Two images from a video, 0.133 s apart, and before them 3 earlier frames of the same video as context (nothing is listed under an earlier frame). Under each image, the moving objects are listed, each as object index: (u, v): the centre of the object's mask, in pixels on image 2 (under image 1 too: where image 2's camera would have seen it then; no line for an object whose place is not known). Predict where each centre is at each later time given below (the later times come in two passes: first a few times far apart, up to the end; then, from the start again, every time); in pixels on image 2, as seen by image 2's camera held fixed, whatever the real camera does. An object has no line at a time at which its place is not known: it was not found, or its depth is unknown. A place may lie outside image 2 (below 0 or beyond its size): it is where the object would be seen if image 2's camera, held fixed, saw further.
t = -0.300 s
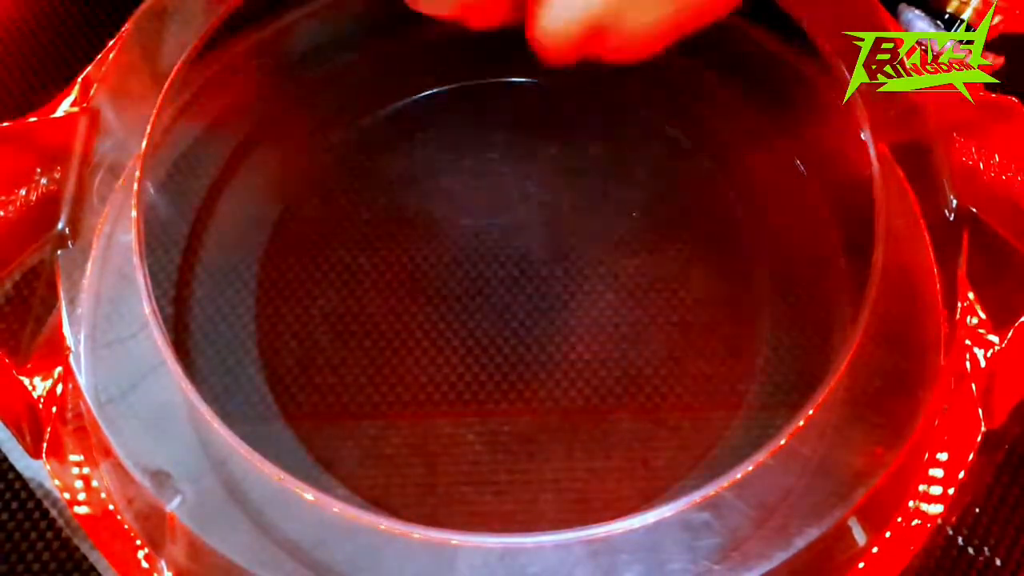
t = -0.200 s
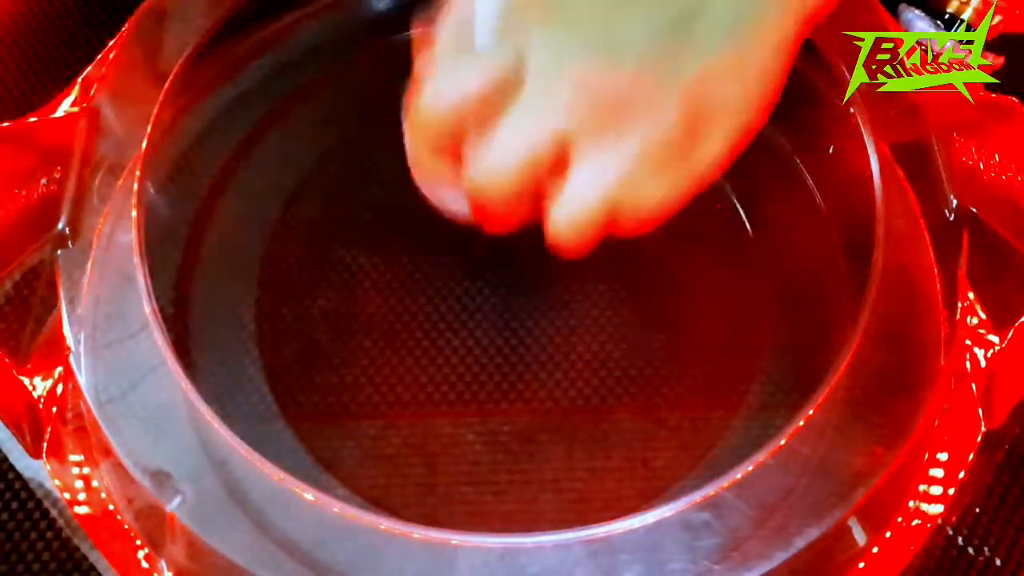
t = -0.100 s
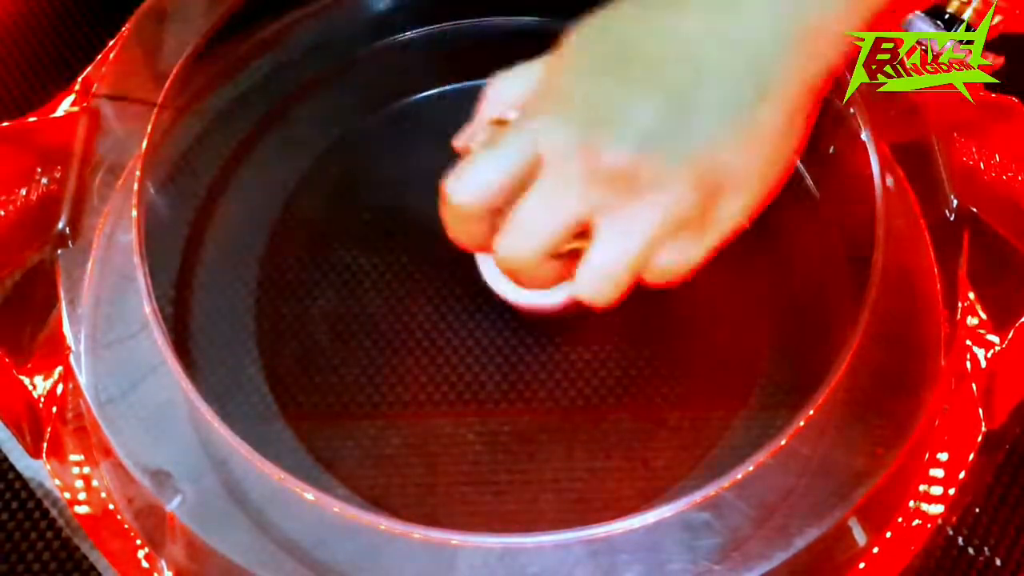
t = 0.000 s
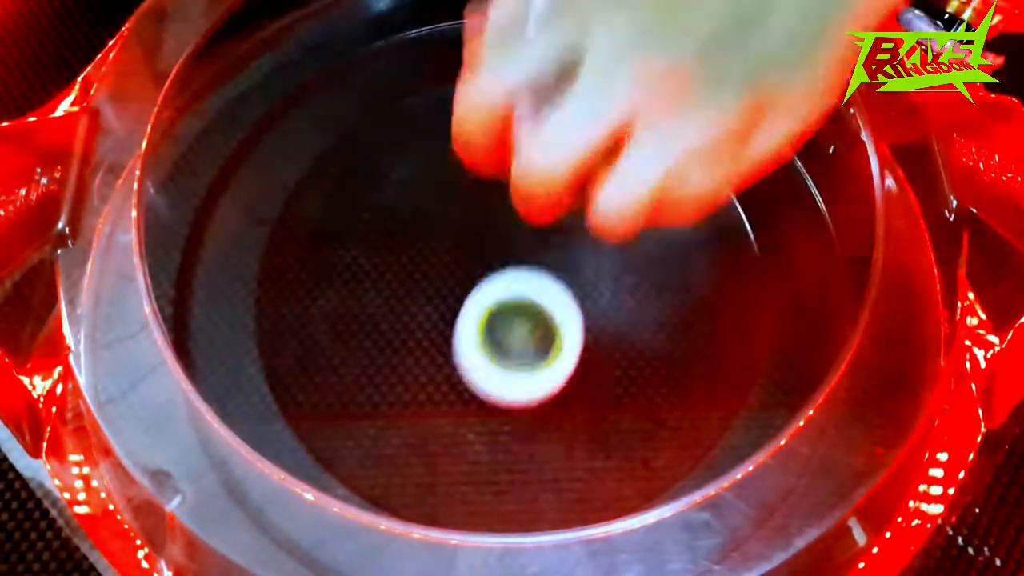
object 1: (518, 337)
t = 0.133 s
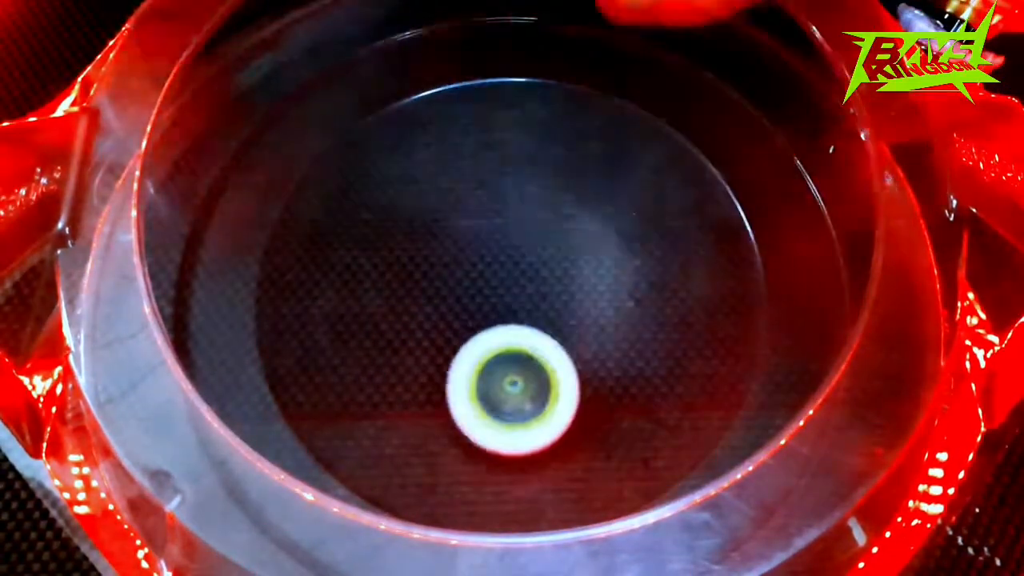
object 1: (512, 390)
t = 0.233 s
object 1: (539, 369)
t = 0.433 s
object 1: (570, 227)
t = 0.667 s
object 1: (466, 151)
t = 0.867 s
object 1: (402, 300)
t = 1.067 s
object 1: (560, 452)
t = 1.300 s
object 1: (782, 294)
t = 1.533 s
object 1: (783, 59)
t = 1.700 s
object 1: (631, 22)
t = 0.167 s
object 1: (520, 390)
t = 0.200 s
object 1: (529, 382)
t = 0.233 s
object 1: (539, 369)
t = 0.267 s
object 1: (549, 352)
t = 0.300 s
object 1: (558, 331)
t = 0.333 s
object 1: (565, 306)
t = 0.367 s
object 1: (570, 280)
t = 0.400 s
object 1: (572, 253)
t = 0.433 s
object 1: (570, 227)
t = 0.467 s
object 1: (564, 202)
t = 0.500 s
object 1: (554, 182)
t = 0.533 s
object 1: (541, 165)
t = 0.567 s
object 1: (525, 154)
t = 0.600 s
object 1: (507, 147)
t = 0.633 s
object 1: (487, 146)
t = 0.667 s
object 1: (466, 151)
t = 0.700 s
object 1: (447, 162)
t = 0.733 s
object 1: (430, 180)
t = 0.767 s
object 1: (415, 203)
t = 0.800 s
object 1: (405, 231)
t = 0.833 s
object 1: (400, 265)
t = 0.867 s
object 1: (402, 300)
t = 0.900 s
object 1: (412, 337)
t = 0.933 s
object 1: (429, 371)
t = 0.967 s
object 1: (455, 401)
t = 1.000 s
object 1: (486, 425)
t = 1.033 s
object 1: (521, 443)
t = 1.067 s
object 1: (560, 452)
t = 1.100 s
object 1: (600, 452)
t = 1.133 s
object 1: (641, 442)
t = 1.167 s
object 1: (680, 425)
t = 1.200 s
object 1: (716, 401)
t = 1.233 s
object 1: (745, 371)
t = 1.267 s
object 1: (767, 334)
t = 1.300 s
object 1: (782, 294)
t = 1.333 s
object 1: (792, 255)
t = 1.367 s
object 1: (802, 218)
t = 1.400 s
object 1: (808, 183)
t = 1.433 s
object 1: (810, 148)
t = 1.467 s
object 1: (800, 116)
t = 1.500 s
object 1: (790, 87)
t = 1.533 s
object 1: (783, 59)
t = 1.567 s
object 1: (751, 46)
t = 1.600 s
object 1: (722, 38)
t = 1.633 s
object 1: (690, 32)
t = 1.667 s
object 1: (660, 26)
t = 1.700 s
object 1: (631, 22)
